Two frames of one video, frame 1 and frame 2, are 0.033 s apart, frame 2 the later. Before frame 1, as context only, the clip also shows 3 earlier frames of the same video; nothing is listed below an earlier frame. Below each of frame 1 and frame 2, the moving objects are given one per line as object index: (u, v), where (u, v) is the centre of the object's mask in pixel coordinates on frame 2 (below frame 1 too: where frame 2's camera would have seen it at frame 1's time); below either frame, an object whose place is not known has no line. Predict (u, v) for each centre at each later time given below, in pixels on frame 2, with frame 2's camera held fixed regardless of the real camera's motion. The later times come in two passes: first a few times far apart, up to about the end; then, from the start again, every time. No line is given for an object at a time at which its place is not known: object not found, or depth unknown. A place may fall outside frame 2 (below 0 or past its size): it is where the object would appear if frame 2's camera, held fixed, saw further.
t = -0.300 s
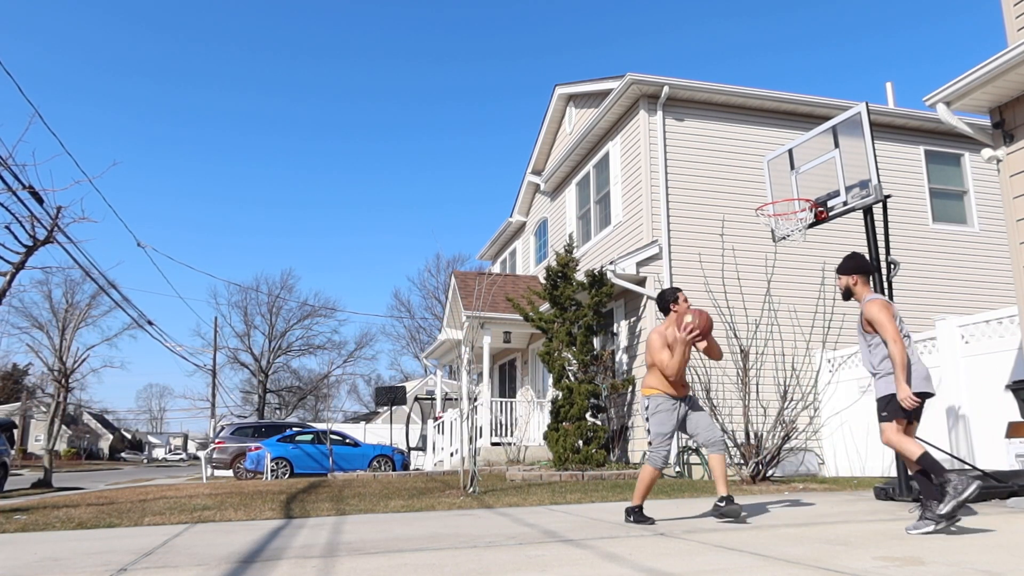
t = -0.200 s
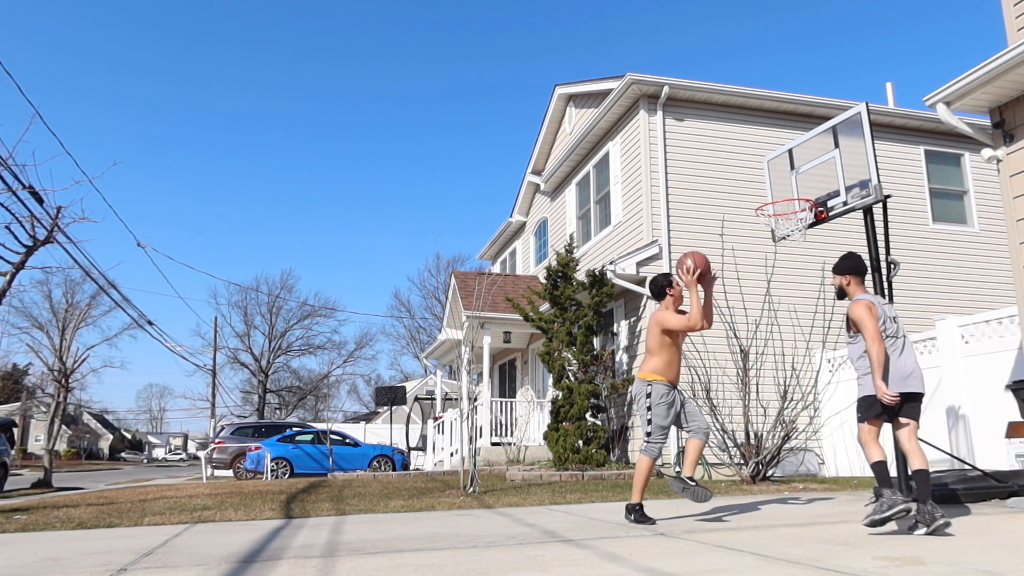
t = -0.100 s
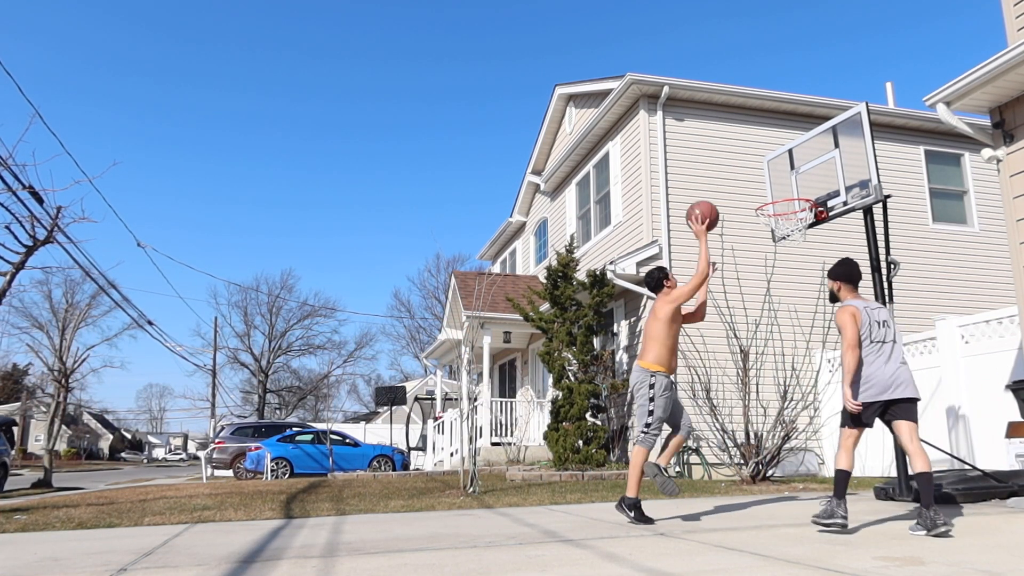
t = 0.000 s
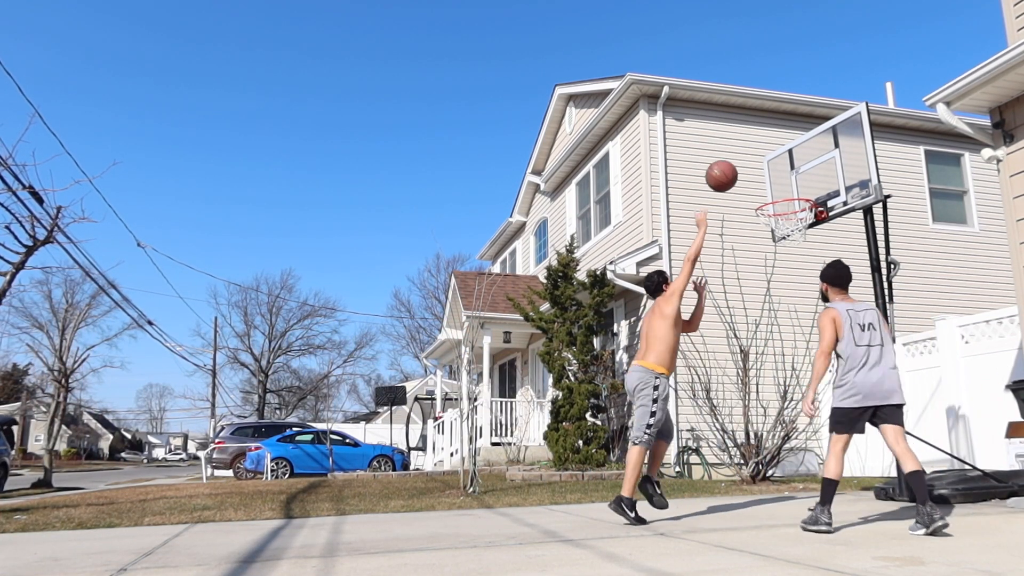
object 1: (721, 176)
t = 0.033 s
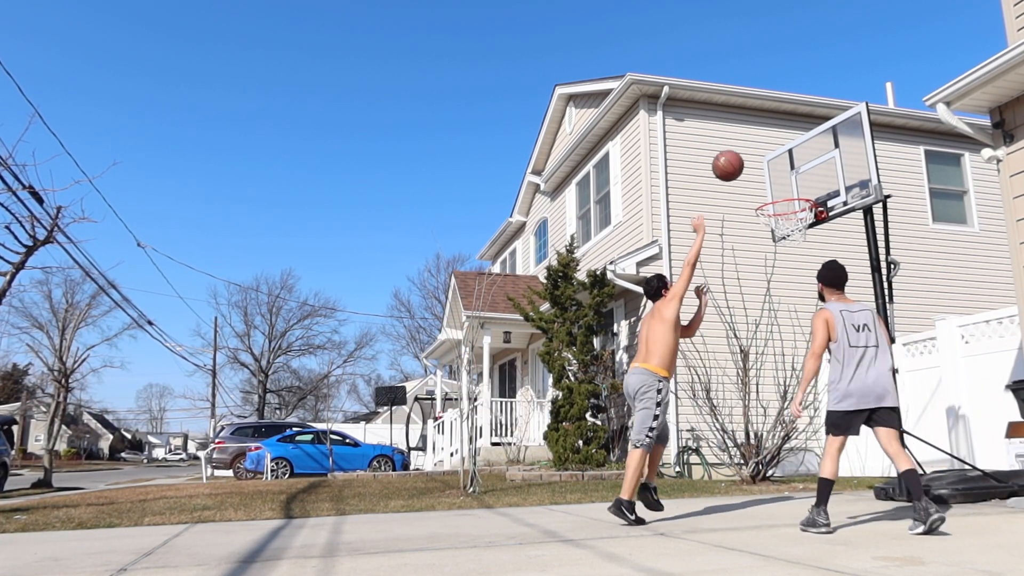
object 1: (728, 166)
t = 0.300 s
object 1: (778, 136)
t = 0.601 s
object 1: (809, 186)
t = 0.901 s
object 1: (762, 195)
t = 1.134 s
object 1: (753, 200)
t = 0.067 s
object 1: (734, 157)
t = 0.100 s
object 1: (740, 150)
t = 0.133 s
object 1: (747, 144)
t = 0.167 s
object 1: (753, 140)
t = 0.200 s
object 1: (759, 137)
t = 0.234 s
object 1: (766, 135)
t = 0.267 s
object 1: (772, 135)
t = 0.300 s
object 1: (778, 136)
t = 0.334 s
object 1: (785, 138)
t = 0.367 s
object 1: (791, 142)
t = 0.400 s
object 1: (798, 146)
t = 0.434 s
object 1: (804, 152)
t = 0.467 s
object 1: (810, 158)
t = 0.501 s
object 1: (817, 166)
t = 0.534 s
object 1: (820, 174)
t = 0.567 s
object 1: (814, 180)
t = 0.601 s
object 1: (809, 186)
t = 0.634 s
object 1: (802, 189)
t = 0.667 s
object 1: (793, 189)
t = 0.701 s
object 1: (785, 193)
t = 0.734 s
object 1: (776, 197)
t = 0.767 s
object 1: (772, 196)
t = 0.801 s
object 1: (769, 194)
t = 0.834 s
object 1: (766, 196)
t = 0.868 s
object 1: (764, 195)
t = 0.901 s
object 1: (762, 195)
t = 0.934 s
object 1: (761, 194)
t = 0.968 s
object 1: (760, 194)
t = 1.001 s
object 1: (759, 195)
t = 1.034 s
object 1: (758, 197)
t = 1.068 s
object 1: (757, 198)
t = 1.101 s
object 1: (755, 199)
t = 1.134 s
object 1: (753, 200)
